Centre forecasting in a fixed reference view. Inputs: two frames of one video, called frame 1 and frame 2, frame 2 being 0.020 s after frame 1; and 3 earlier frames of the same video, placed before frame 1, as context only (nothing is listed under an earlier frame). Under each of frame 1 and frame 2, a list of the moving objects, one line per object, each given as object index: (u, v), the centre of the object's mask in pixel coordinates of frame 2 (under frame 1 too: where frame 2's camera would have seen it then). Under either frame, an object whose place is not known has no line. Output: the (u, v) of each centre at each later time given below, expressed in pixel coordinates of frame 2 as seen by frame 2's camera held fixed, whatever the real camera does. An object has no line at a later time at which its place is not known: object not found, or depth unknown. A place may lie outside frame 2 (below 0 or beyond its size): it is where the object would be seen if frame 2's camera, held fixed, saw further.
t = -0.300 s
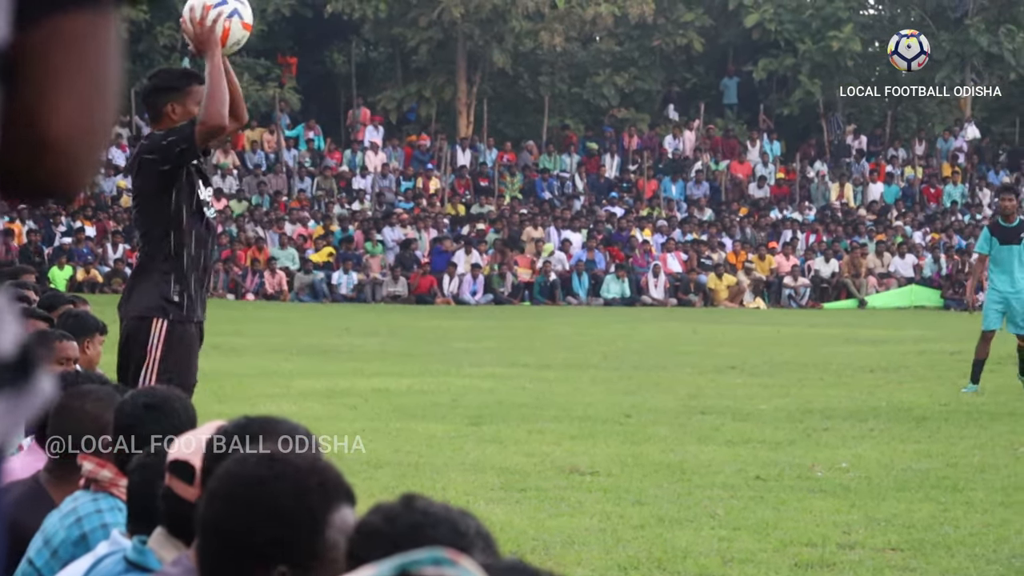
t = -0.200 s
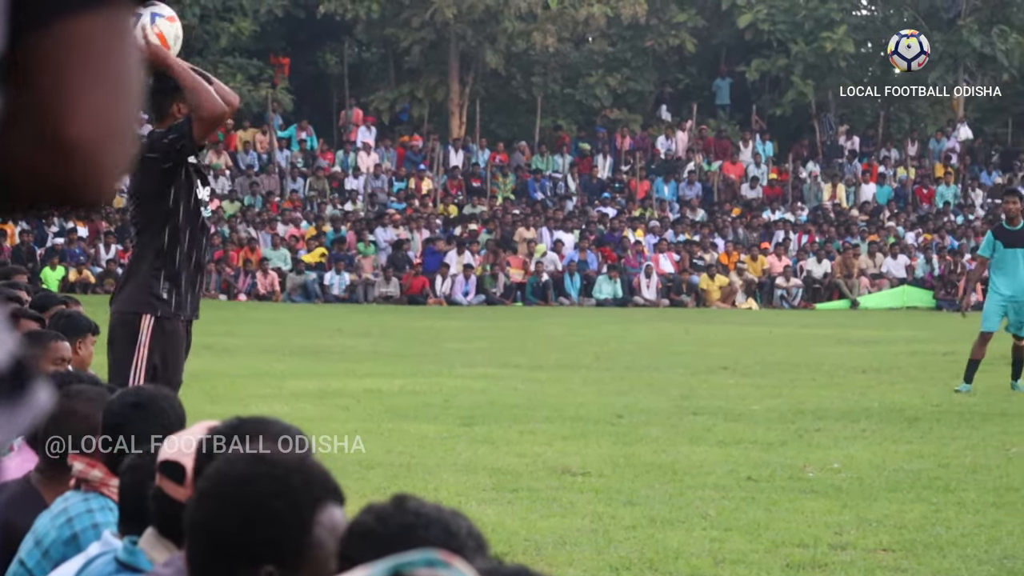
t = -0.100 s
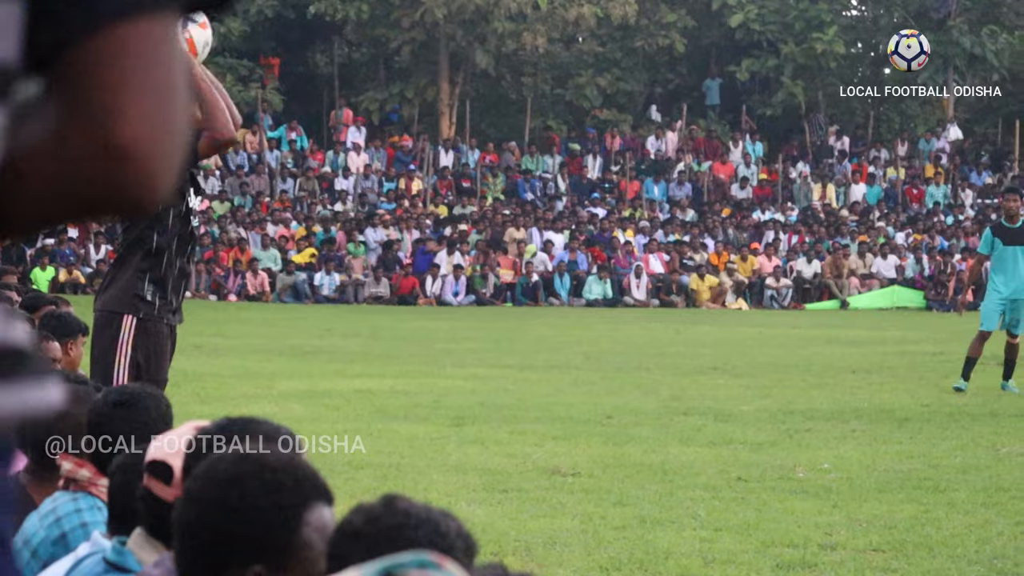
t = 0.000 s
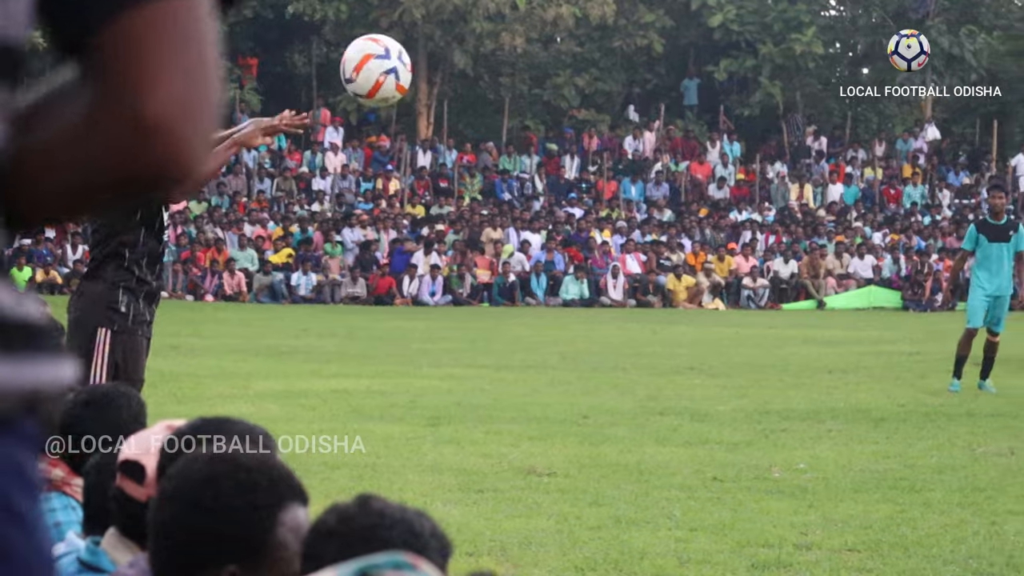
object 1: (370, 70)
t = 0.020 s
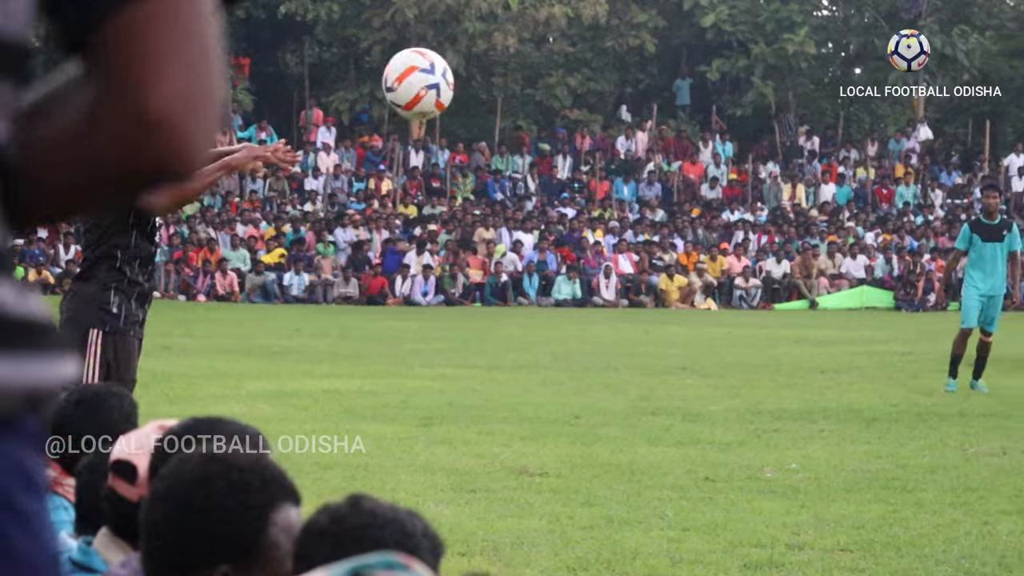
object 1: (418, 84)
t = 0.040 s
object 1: (465, 98)
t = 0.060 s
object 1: (510, 115)
